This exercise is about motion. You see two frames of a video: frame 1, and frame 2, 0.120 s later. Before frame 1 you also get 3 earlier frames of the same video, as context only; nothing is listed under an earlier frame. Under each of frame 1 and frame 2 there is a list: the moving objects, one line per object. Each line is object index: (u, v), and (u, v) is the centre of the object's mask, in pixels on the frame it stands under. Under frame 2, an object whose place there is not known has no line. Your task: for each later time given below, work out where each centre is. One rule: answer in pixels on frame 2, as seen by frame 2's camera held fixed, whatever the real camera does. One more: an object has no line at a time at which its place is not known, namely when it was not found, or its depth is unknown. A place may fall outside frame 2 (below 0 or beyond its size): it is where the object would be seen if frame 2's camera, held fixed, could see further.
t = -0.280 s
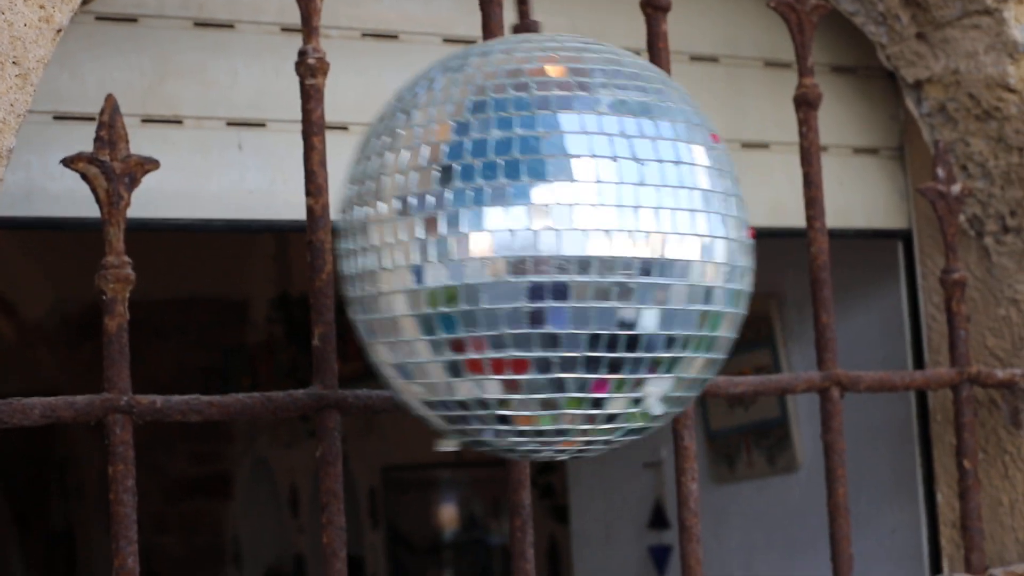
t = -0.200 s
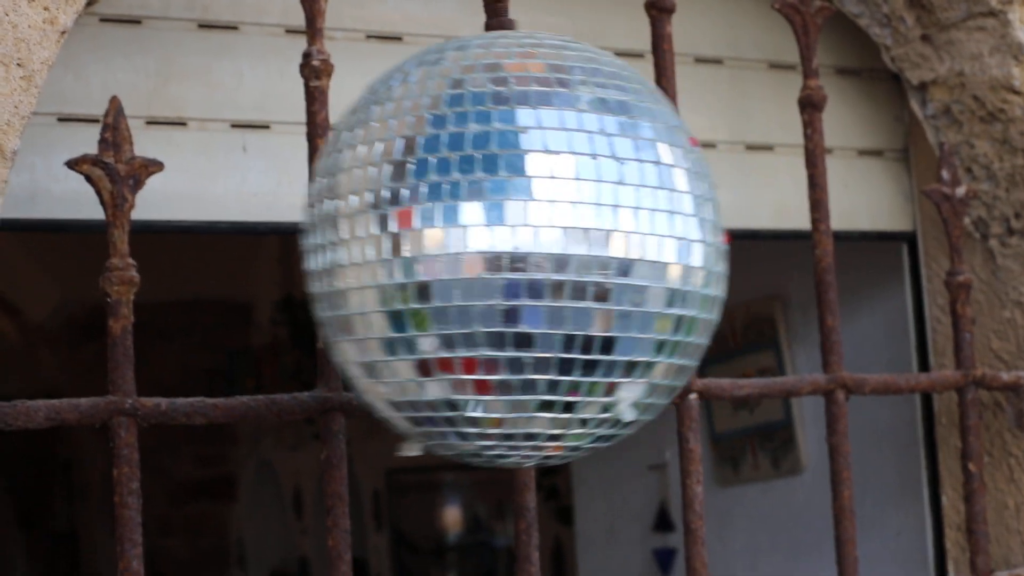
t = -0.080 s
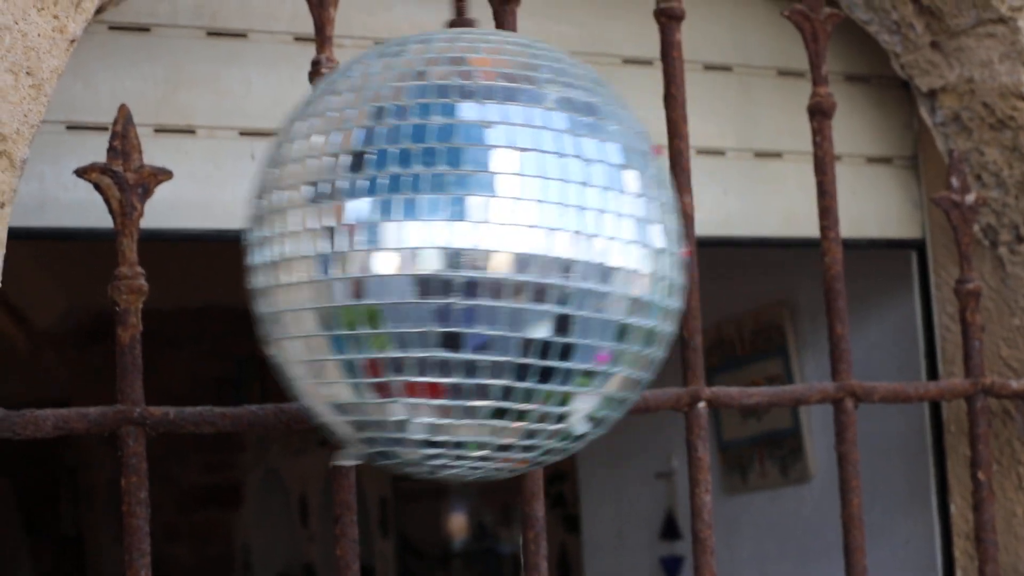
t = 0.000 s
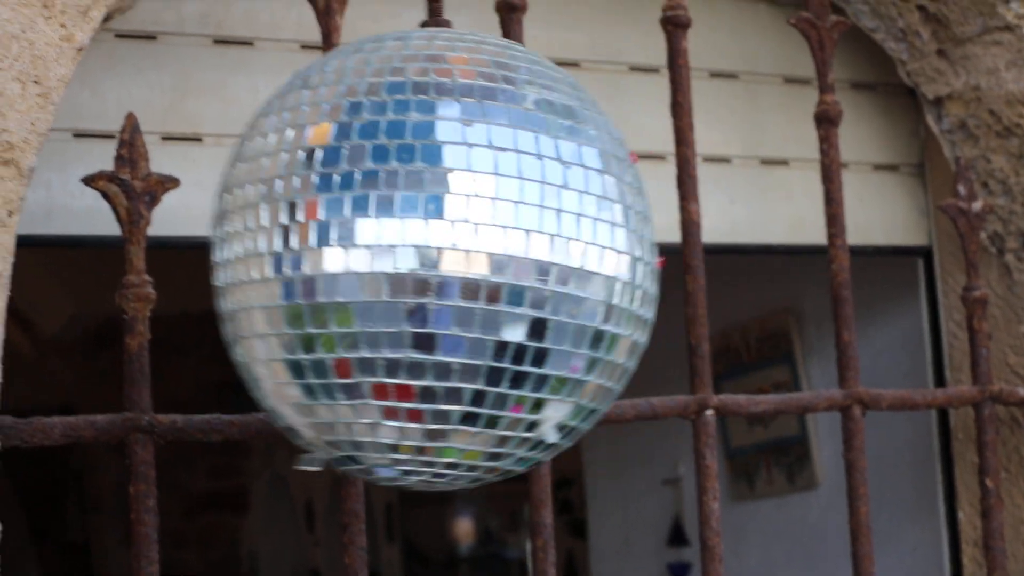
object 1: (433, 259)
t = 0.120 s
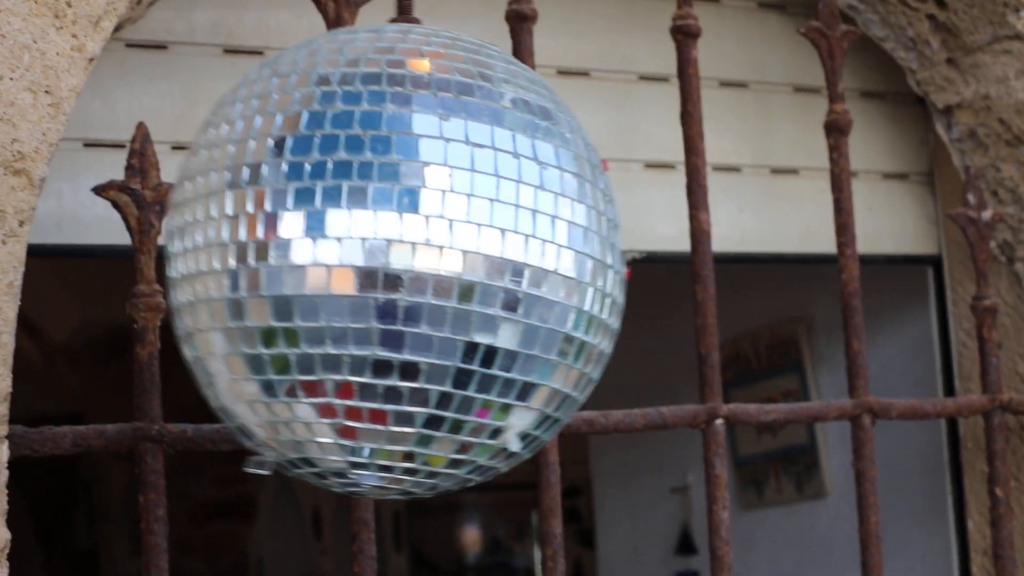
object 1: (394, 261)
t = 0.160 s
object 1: (378, 261)
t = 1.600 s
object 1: (564, 273)
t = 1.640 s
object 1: (546, 272)
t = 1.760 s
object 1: (491, 270)
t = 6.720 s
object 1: (640, 267)
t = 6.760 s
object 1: (641, 268)
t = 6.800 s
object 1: (642, 269)
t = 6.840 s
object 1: (640, 271)
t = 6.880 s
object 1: (635, 273)
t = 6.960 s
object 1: (618, 275)
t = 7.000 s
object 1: (606, 273)
